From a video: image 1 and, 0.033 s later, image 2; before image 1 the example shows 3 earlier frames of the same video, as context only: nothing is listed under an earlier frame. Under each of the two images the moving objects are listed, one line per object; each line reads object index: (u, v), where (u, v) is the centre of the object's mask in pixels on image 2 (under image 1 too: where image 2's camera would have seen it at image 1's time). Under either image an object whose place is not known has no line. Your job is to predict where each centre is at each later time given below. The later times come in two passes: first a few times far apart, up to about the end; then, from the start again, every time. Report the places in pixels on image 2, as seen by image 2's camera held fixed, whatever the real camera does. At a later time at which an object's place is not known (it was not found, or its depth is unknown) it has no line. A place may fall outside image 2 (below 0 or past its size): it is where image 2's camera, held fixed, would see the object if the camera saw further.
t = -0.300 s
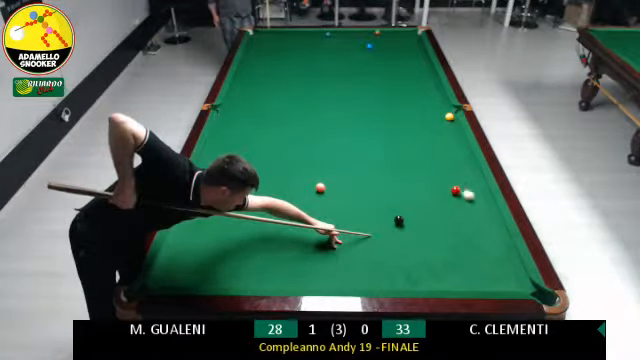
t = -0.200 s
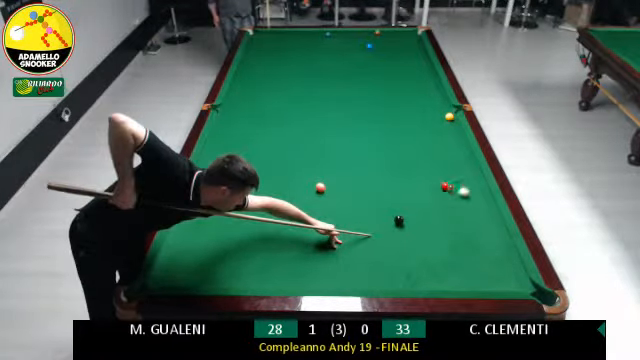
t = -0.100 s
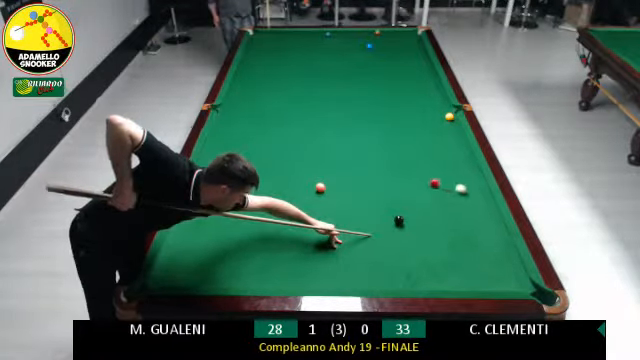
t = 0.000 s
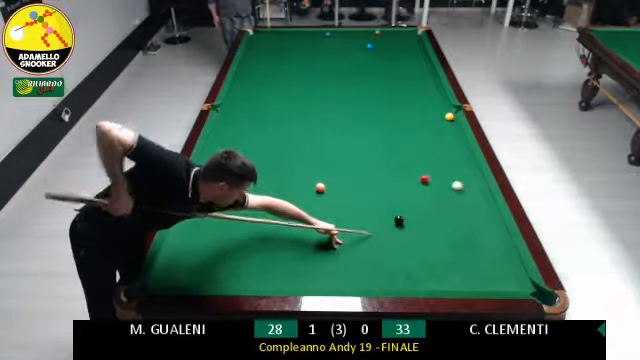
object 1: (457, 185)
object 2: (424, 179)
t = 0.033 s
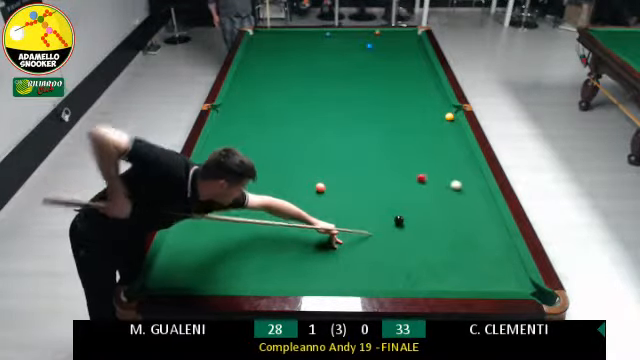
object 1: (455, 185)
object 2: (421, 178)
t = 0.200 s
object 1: (451, 180)
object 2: (405, 172)
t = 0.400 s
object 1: (446, 175)
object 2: (388, 165)
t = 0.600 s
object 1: (441, 171)
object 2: (371, 159)
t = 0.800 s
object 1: (436, 168)
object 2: (356, 153)
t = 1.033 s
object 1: (432, 164)
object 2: (339, 147)
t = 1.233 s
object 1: (429, 161)
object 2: (326, 143)
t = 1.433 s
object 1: (426, 158)
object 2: (315, 139)
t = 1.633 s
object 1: (423, 156)
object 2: (303, 134)
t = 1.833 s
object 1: (421, 154)
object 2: (292, 130)
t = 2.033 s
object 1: (420, 153)
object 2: (284, 128)
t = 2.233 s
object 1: (418, 151)
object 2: (273, 124)
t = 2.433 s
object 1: (417, 151)
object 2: (264, 120)
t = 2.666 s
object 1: (417, 150)
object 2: (254, 117)
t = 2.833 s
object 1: (416, 150)
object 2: (247, 115)
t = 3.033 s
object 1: (416, 150)
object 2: (240, 113)
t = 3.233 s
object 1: (416, 150)
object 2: (234, 110)
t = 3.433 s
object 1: (416, 150)
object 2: (229, 109)
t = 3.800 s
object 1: (417, 150)
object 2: (220, 107)
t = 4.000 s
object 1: (416, 150)
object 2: (220, 108)
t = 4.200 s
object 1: (416, 150)
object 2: (222, 110)
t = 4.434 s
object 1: (416, 150)
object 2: (223, 111)
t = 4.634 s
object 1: (416, 150)
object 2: (224, 112)
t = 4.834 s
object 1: (416, 150)
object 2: (224, 113)
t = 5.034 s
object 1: (417, 150)
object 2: (225, 114)
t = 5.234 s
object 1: (416, 150)
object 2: (224, 114)
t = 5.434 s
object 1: (416, 150)
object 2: (224, 114)
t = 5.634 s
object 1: (416, 150)
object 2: (225, 115)
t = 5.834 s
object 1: (416, 150)
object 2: (225, 115)
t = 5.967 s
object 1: (416, 150)
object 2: (225, 115)
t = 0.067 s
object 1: (455, 184)
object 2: (418, 177)
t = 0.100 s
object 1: (454, 183)
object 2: (414, 175)
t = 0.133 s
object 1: (453, 182)
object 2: (411, 174)
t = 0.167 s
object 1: (452, 181)
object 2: (408, 174)
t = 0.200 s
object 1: (451, 180)
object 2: (405, 172)
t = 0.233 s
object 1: (450, 180)
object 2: (402, 170)
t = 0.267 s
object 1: (449, 178)
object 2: (399, 169)
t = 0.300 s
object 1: (449, 178)
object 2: (396, 168)
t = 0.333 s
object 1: (448, 177)
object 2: (393, 167)
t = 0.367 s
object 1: (447, 176)
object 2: (390, 166)
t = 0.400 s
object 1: (446, 175)
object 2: (388, 165)
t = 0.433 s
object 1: (445, 175)
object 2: (386, 164)
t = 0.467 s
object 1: (444, 174)
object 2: (382, 163)
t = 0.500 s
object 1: (443, 173)
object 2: (379, 162)
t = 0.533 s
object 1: (443, 173)
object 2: (377, 161)
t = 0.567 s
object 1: (441, 172)
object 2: (374, 160)
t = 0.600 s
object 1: (441, 171)
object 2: (371, 159)
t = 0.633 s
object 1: (440, 171)
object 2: (369, 158)
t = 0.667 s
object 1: (439, 170)
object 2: (366, 157)
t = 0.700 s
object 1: (438, 170)
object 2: (362, 156)
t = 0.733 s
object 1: (438, 169)
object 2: (361, 155)
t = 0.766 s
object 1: (437, 168)
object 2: (358, 154)
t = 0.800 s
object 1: (436, 168)
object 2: (356, 153)
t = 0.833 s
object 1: (436, 167)
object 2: (354, 152)
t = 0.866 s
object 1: (435, 166)
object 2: (352, 151)
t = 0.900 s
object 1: (435, 166)
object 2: (349, 151)
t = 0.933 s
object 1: (434, 165)
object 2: (347, 150)
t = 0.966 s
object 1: (434, 165)
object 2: (344, 149)
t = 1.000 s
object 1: (433, 164)
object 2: (342, 148)
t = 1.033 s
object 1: (432, 164)
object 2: (339, 147)
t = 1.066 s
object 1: (431, 163)
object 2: (337, 146)
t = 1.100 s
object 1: (431, 163)
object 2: (335, 146)
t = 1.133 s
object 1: (430, 162)
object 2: (333, 145)
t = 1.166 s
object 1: (430, 162)
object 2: (330, 144)
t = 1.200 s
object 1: (429, 161)
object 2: (328, 143)
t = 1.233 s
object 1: (429, 161)
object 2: (326, 143)
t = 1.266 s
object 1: (428, 160)
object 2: (324, 142)
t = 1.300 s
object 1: (428, 160)
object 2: (322, 141)
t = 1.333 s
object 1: (427, 159)
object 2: (320, 141)
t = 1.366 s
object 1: (427, 159)
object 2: (318, 140)
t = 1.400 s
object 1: (426, 159)
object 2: (316, 139)
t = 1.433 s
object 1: (426, 158)
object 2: (315, 139)
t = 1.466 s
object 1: (425, 158)
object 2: (312, 138)
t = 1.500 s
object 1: (425, 157)
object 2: (310, 137)
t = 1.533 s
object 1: (424, 157)
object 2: (308, 136)
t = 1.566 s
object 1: (424, 157)
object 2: (306, 135)
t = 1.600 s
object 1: (424, 156)
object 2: (304, 135)
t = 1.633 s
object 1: (423, 156)
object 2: (303, 134)
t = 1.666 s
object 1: (423, 156)
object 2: (300, 133)
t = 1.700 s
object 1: (422, 155)
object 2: (298, 133)
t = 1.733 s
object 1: (422, 155)
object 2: (297, 132)
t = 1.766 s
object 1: (422, 155)
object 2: (295, 132)
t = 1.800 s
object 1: (421, 155)
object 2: (293, 131)
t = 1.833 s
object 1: (421, 154)
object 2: (292, 130)
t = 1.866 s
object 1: (421, 154)
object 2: (290, 130)
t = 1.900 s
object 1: (421, 154)
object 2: (288, 130)
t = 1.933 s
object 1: (420, 153)
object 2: (287, 129)
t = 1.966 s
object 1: (420, 153)
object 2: (287, 129)
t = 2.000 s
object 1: (420, 153)
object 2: (284, 129)
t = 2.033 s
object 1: (420, 153)
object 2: (284, 128)
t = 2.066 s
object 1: (419, 152)
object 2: (282, 127)
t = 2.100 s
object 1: (419, 152)
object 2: (278, 125)
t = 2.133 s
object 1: (419, 152)
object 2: (277, 125)
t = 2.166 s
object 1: (419, 152)
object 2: (275, 125)
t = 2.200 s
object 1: (418, 152)
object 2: (274, 124)
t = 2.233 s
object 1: (418, 151)
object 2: (273, 124)
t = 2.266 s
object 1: (418, 151)
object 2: (271, 123)
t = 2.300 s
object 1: (418, 151)
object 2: (270, 123)
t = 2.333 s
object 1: (417, 151)
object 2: (268, 122)
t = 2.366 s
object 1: (417, 151)
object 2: (266, 121)
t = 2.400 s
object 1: (417, 151)
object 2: (265, 121)
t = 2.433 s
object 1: (417, 151)
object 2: (264, 120)
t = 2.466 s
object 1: (417, 150)
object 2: (261, 119)
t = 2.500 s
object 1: (417, 150)
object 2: (261, 120)
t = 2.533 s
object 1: (417, 150)
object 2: (259, 119)
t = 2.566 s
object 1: (417, 150)
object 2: (259, 119)
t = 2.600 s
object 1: (417, 150)
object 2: (258, 118)
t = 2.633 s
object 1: (417, 150)
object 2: (255, 117)
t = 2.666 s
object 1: (417, 150)
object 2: (254, 117)
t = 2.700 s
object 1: (417, 150)
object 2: (253, 117)
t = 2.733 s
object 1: (416, 150)
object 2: (251, 116)
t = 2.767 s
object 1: (416, 150)
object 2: (249, 115)
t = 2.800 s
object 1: (416, 150)
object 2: (248, 115)
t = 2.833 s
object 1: (416, 150)
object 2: (247, 115)
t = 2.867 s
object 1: (416, 150)
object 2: (245, 114)
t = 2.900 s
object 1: (416, 150)
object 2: (244, 114)
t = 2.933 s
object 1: (416, 150)
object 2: (244, 114)
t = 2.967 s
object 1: (416, 150)
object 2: (242, 113)
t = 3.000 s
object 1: (416, 150)
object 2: (242, 113)
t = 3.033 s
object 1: (416, 150)
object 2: (240, 113)
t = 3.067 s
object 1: (416, 150)
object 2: (240, 113)
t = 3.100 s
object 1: (416, 150)
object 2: (238, 112)
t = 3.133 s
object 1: (416, 150)
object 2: (236, 111)
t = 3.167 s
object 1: (416, 150)
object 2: (235, 111)
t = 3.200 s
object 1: (416, 150)
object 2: (234, 111)
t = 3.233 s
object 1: (416, 150)
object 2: (234, 110)
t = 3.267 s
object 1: (416, 150)
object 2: (234, 110)
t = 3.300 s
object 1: (416, 150)
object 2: (231, 110)
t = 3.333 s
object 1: (416, 150)
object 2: (230, 109)
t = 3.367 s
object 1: (416, 150)
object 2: (230, 109)
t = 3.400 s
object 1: (416, 150)
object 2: (229, 109)
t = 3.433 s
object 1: (416, 150)
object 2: (229, 109)
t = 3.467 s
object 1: (416, 150)
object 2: (227, 108)
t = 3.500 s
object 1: (416, 150)
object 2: (227, 108)
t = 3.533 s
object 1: (416, 150)
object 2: (227, 108)
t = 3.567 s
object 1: (416, 150)
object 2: (227, 108)
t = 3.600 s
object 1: (416, 150)
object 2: (224, 107)
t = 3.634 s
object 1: (416, 150)
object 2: (222, 107)
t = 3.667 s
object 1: (416, 150)
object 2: (221, 107)
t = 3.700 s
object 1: (416, 150)
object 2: (220, 107)
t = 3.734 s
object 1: (416, 150)
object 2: (220, 107)
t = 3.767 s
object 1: (416, 150)
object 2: (220, 107)
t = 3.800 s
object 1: (417, 150)
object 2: (220, 107)
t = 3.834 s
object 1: (416, 150)
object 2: (220, 107)
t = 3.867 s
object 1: (417, 150)
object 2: (220, 107)
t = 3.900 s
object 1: (416, 150)
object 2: (220, 107)
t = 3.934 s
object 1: (416, 150)
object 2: (220, 107)
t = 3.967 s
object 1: (416, 150)
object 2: (220, 108)
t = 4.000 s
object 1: (416, 150)
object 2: (220, 108)
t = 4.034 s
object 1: (416, 150)
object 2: (220, 108)
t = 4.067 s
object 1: (416, 150)
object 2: (221, 109)
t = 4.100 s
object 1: (416, 150)
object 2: (221, 109)
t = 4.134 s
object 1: (416, 150)
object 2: (221, 109)
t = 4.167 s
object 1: (416, 150)
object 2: (221, 110)
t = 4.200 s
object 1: (416, 150)
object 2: (222, 110)
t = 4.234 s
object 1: (416, 150)
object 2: (222, 110)
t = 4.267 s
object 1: (416, 150)
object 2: (222, 110)
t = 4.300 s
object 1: (416, 150)
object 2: (222, 110)
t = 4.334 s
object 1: (416, 150)
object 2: (222, 110)
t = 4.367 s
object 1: (416, 150)
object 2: (222, 110)
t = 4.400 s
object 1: (416, 150)
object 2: (222, 110)
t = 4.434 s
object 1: (416, 150)
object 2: (223, 111)
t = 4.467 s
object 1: (416, 150)
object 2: (223, 111)
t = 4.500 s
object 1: (416, 150)
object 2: (223, 111)
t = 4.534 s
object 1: (416, 150)
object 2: (223, 111)
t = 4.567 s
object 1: (416, 150)
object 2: (223, 111)
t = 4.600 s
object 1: (416, 150)
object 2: (224, 112)
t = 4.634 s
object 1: (416, 150)
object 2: (224, 112)
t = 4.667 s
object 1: (416, 150)
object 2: (224, 112)
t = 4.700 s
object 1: (416, 150)
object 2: (224, 113)
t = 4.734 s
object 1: (416, 150)
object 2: (224, 113)
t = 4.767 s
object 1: (416, 150)
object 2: (224, 113)
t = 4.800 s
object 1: (416, 150)
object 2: (224, 113)
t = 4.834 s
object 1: (416, 150)
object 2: (224, 113)
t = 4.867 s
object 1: (416, 150)
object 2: (224, 113)
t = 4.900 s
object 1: (416, 150)
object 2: (224, 113)
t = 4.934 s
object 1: (416, 150)
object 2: (224, 113)
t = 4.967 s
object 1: (417, 150)
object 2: (225, 114)
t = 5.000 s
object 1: (417, 150)
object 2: (225, 114)
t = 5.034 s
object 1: (417, 150)
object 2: (225, 114)
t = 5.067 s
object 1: (417, 150)
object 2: (224, 114)
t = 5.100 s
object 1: (416, 150)
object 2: (224, 114)
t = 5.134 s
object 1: (416, 150)
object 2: (224, 114)
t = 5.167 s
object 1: (416, 150)
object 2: (224, 114)
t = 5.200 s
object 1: (416, 150)
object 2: (224, 114)
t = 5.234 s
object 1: (416, 150)
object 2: (224, 114)
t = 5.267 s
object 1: (416, 150)
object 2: (224, 114)
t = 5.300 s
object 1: (416, 150)
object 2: (224, 114)
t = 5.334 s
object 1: (416, 150)
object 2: (224, 114)
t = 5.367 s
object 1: (416, 150)
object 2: (224, 114)
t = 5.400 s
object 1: (416, 150)
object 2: (224, 114)
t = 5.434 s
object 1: (416, 150)
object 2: (224, 114)
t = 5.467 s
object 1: (416, 150)
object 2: (224, 114)
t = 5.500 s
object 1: (416, 150)
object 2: (225, 115)
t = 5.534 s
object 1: (416, 150)
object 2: (225, 115)
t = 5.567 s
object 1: (416, 150)
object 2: (225, 115)
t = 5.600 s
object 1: (416, 150)
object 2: (225, 115)
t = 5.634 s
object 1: (416, 150)
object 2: (225, 115)
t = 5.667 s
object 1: (416, 150)
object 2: (225, 115)
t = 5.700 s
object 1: (416, 150)
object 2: (225, 115)
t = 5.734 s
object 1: (416, 150)
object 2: (225, 115)
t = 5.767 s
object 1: (416, 150)
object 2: (225, 115)
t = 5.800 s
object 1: (416, 150)
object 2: (225, 115)
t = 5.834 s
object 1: (416, 150)
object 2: (225, 115)
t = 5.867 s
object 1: (416, 150)
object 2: (225, 115)
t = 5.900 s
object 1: (416, 150)
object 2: (225, 115)
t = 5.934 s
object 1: (416, 150)
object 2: (225, 115)
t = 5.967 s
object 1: (416, 150)
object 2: (225, 115)
